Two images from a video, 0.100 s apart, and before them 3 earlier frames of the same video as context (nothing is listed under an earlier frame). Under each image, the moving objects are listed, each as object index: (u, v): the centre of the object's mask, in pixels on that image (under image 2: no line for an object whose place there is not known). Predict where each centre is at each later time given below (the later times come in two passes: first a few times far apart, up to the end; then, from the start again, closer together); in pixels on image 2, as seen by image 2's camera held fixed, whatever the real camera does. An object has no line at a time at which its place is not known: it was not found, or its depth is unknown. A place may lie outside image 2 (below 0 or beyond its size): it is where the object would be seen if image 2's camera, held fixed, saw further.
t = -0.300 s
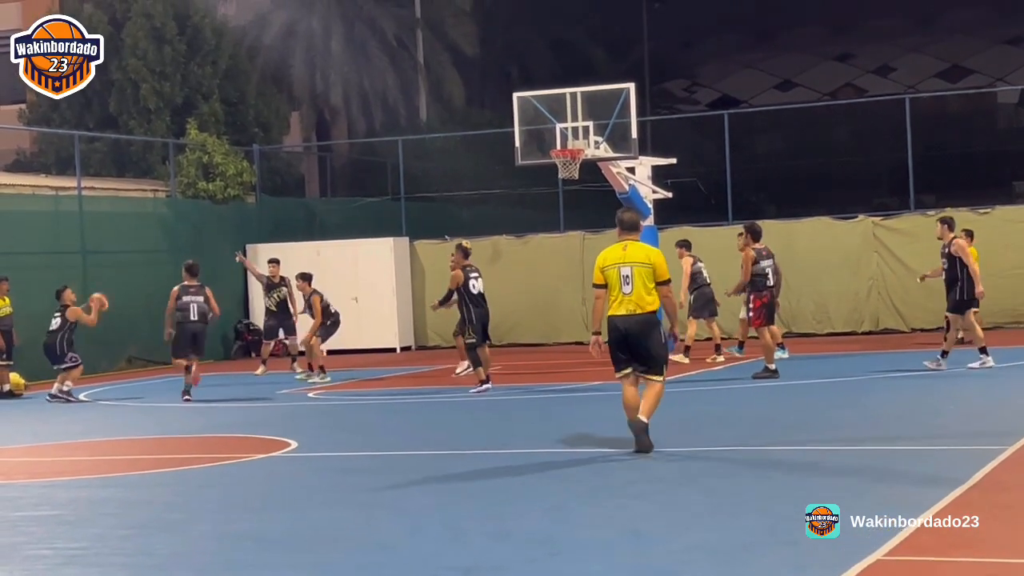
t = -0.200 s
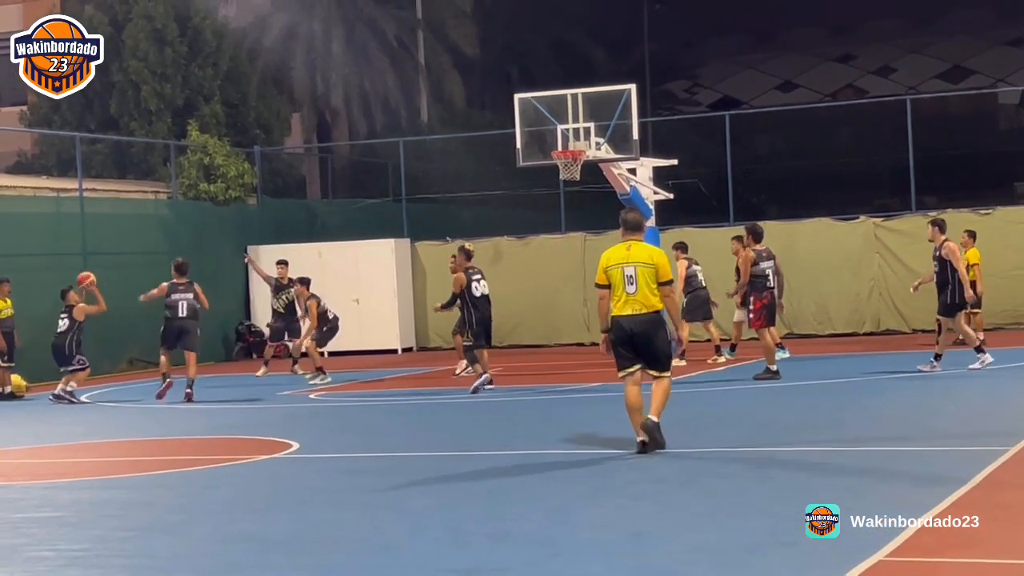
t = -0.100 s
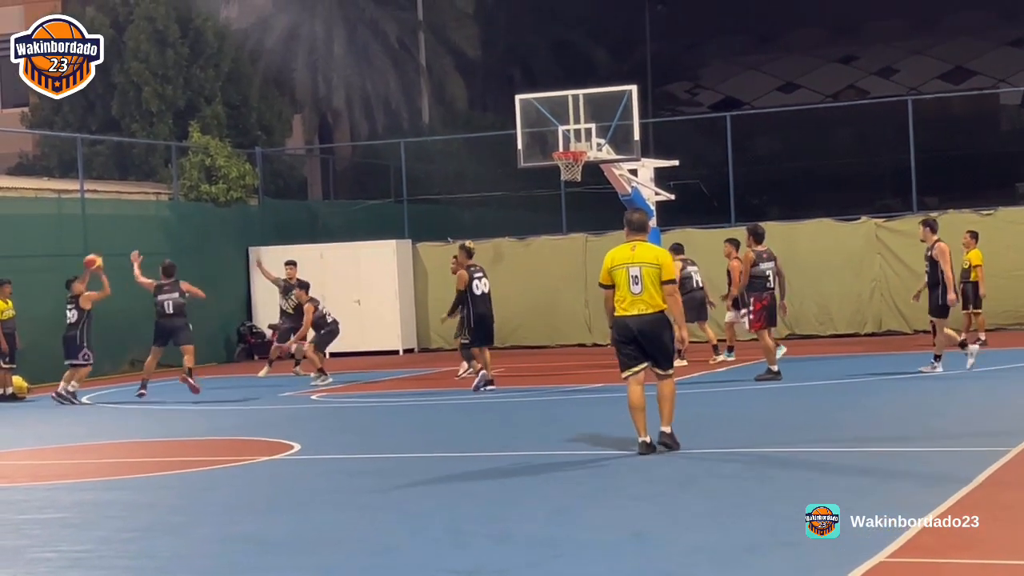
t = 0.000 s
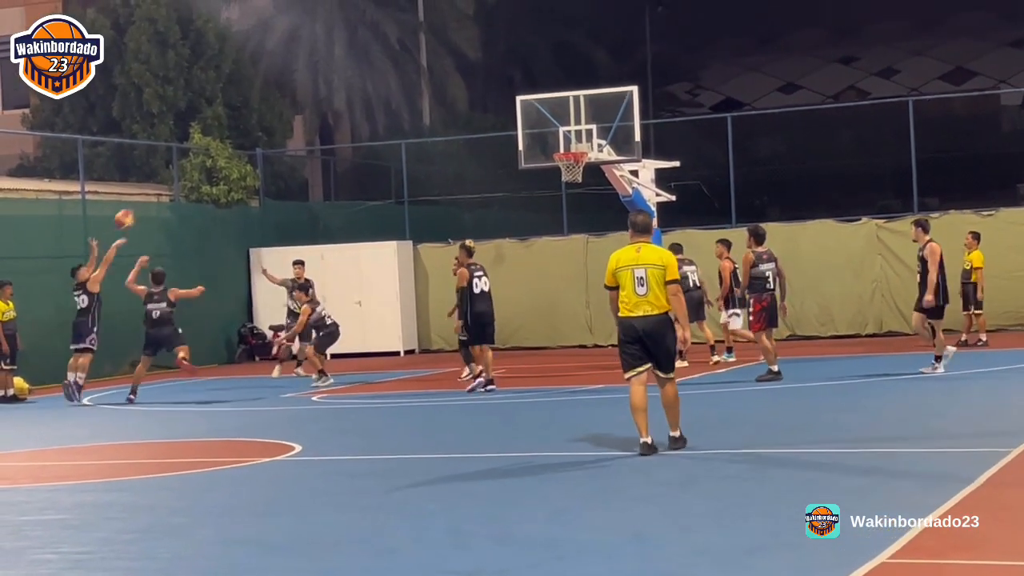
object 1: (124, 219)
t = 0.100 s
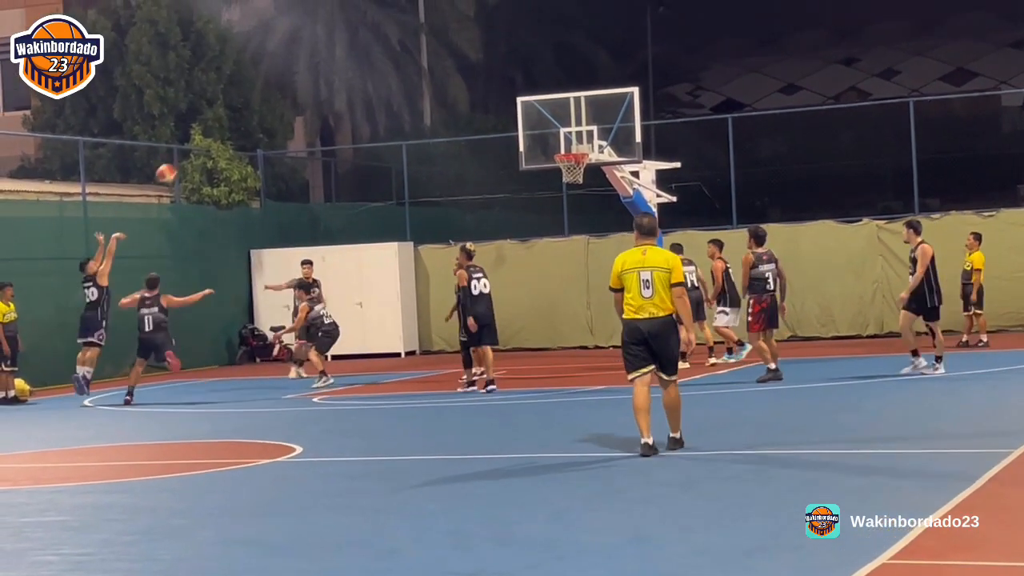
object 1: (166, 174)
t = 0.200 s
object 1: (206, 135)
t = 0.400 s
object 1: (279, 84)
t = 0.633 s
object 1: (360, 63)
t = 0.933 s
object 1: (468, 90)
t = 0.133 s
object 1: (181, 160)
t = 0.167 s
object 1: (193, 146)
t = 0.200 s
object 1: (206, 135)
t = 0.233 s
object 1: (216, 126)
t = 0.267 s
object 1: (229, 117)
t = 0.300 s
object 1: (242, 111)
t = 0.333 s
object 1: (254, 100)
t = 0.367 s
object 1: (267, 92)
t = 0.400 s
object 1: (279, 84)
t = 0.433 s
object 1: (288, 79)
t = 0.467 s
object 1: (300, 74)
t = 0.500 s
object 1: (314, 68)
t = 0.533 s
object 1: (327, 66)
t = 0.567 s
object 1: (338, 63)
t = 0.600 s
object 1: (349, 62)
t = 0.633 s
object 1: (360, 63)
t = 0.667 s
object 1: (373, 64)
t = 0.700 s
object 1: (387, 63)
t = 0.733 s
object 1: (398, 64)
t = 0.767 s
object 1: (409, 68)
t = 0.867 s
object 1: (443, 77)
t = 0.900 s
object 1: (456, 83)
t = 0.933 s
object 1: (468, 90)
